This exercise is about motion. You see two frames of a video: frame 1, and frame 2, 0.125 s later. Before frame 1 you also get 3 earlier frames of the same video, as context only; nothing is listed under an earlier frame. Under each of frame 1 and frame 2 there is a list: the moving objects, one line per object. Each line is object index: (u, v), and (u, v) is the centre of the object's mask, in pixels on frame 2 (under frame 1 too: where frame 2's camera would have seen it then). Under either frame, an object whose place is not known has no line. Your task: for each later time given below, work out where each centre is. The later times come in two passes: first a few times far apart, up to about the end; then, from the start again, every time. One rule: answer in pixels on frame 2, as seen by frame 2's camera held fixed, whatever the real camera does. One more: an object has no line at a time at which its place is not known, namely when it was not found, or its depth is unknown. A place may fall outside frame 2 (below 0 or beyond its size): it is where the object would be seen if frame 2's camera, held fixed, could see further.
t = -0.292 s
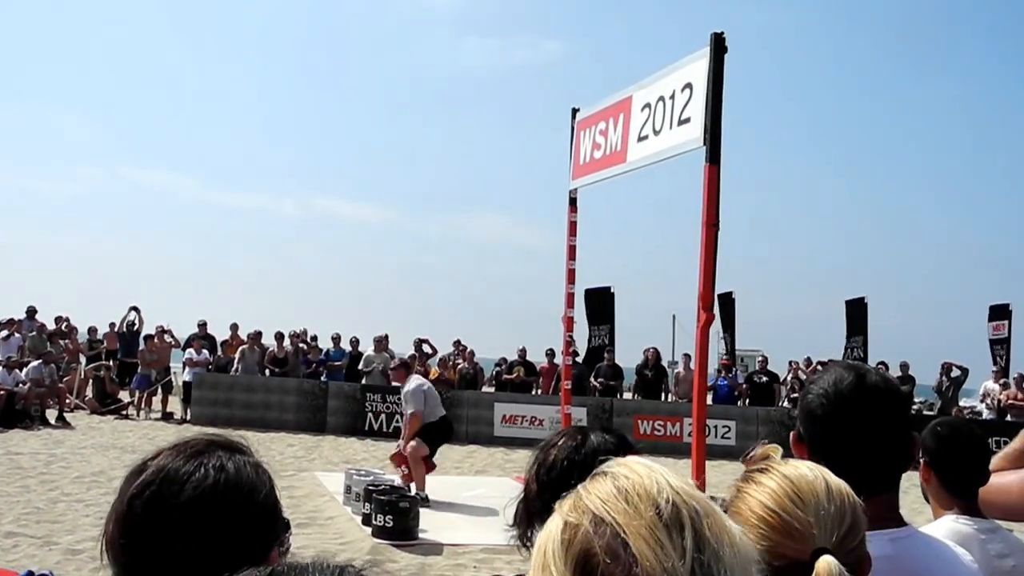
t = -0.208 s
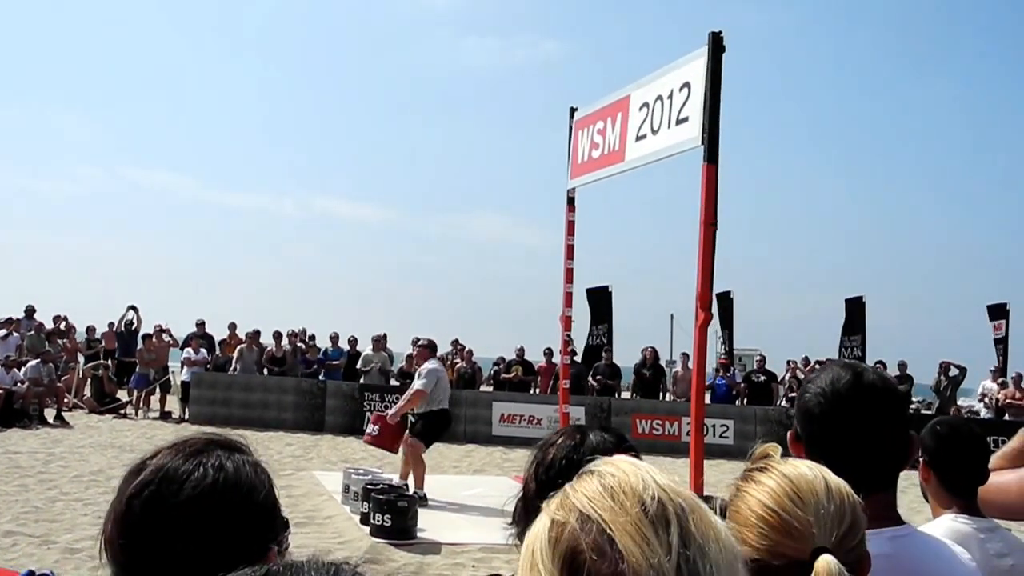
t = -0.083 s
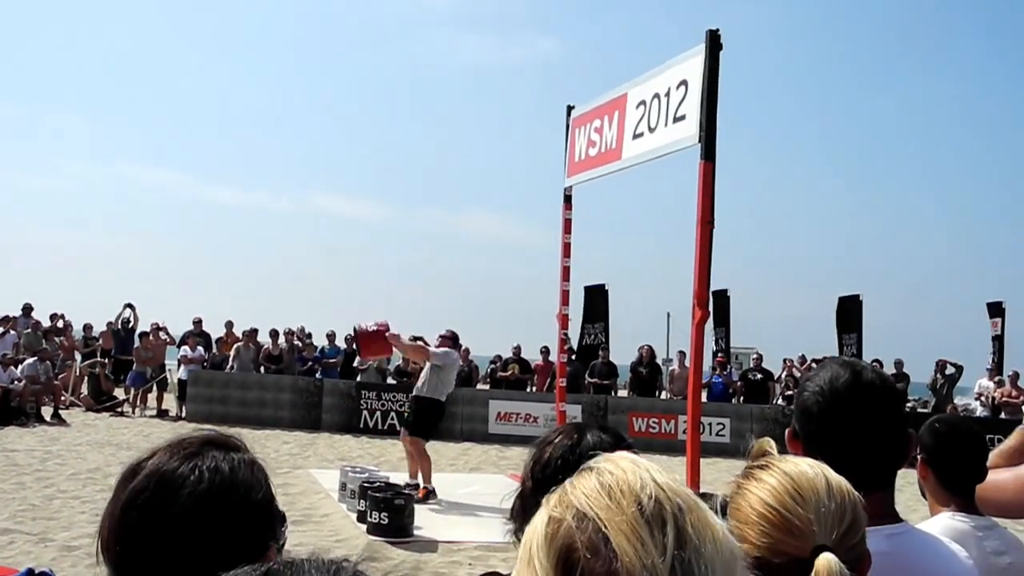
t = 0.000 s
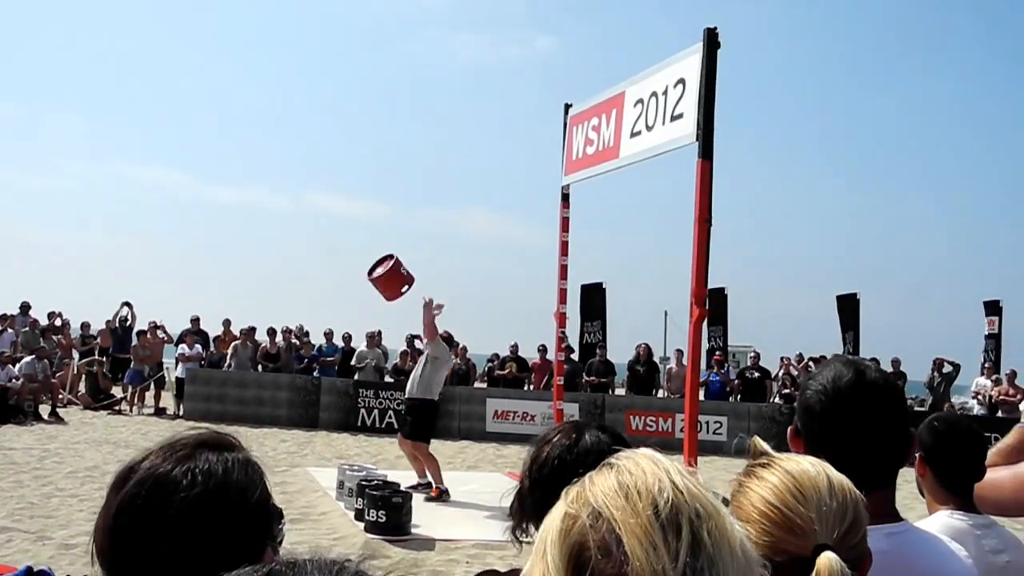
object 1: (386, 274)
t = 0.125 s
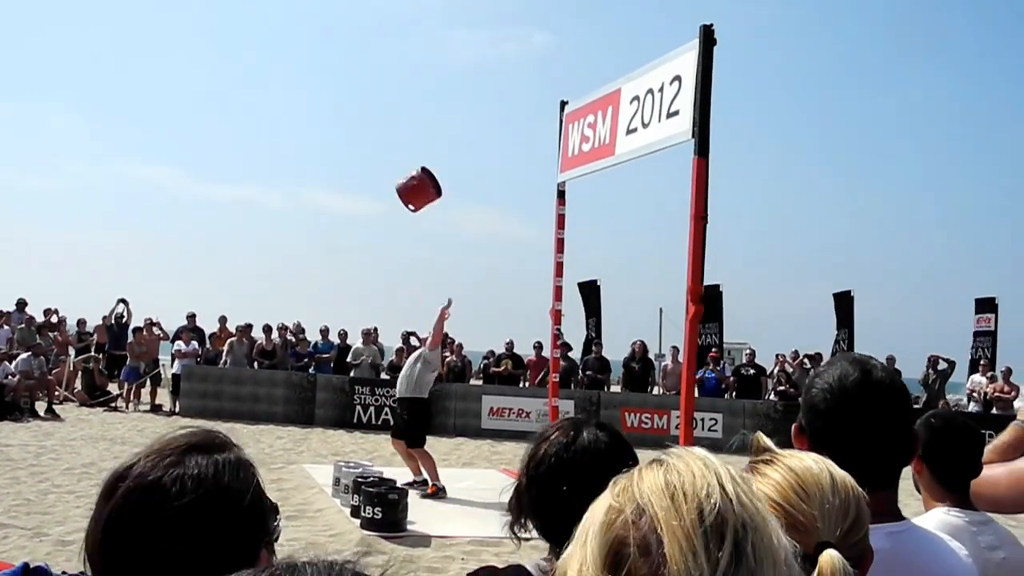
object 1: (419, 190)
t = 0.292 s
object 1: (468, 102)
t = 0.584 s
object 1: (541, 29)
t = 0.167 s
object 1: (430, 164)
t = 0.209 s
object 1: (443, 141)
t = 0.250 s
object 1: (455, 120)
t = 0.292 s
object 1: (468, 102)
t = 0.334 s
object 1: (480, 86)
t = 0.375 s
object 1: (492, 71)
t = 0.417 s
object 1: (503, 59)
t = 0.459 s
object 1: (513, 48)
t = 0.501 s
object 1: (523, 39)
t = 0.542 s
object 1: (532, 32)
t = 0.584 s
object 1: (541, 29)
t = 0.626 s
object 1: (548, 26)
